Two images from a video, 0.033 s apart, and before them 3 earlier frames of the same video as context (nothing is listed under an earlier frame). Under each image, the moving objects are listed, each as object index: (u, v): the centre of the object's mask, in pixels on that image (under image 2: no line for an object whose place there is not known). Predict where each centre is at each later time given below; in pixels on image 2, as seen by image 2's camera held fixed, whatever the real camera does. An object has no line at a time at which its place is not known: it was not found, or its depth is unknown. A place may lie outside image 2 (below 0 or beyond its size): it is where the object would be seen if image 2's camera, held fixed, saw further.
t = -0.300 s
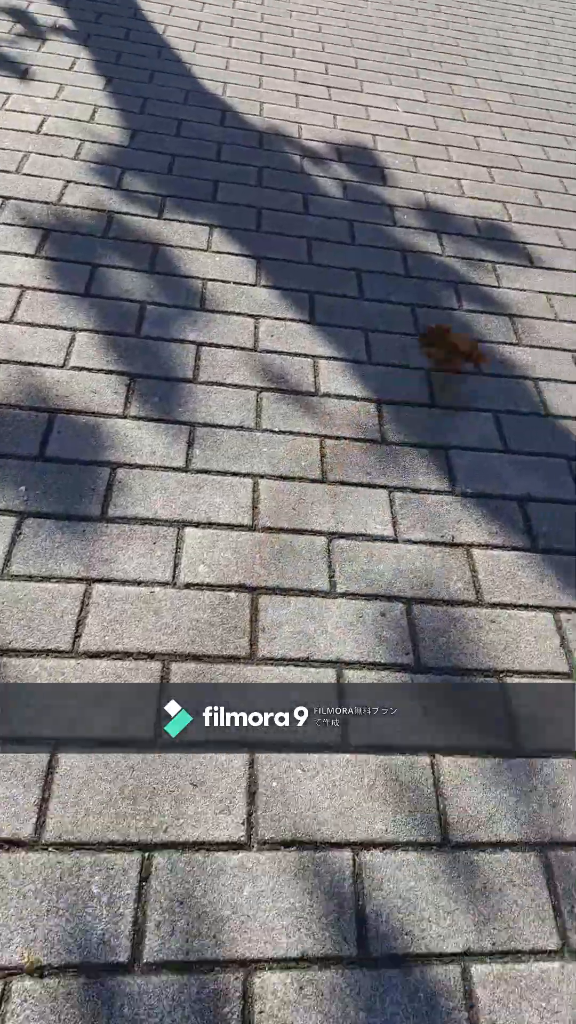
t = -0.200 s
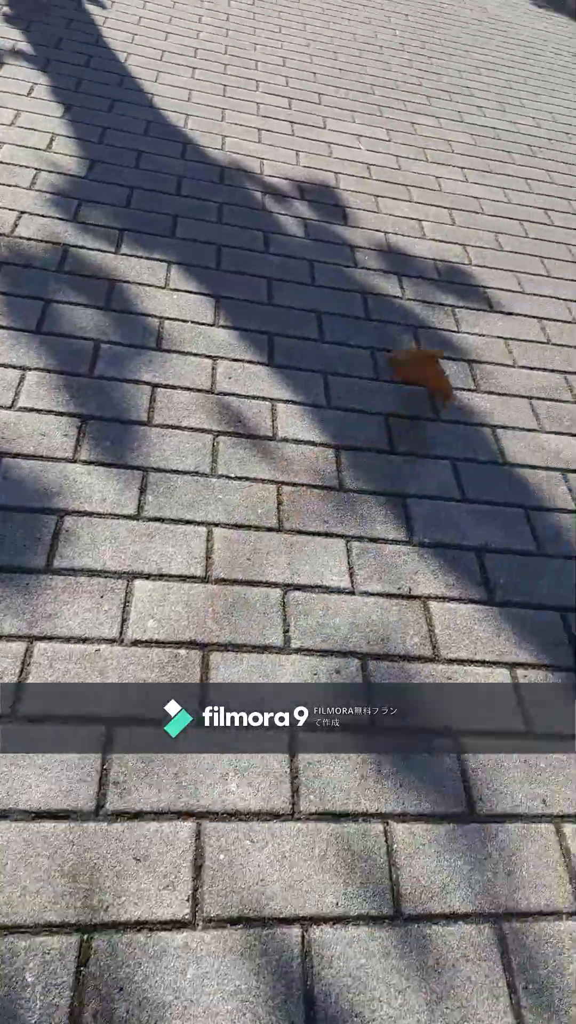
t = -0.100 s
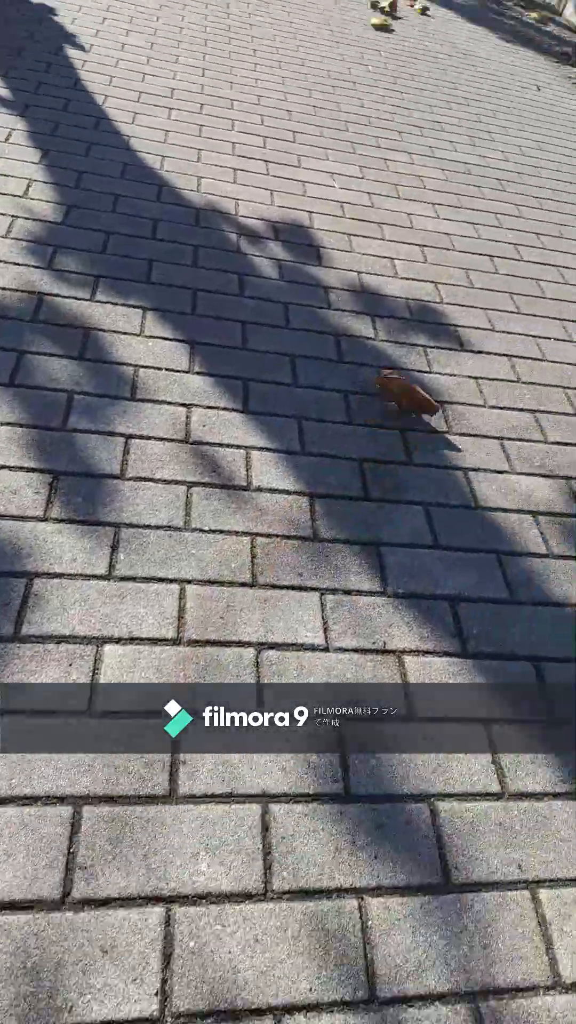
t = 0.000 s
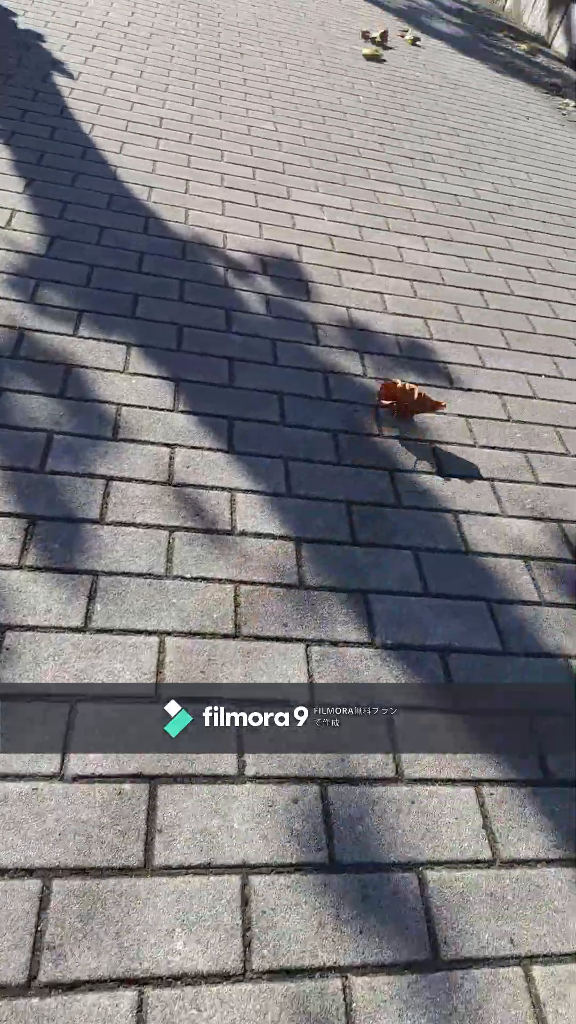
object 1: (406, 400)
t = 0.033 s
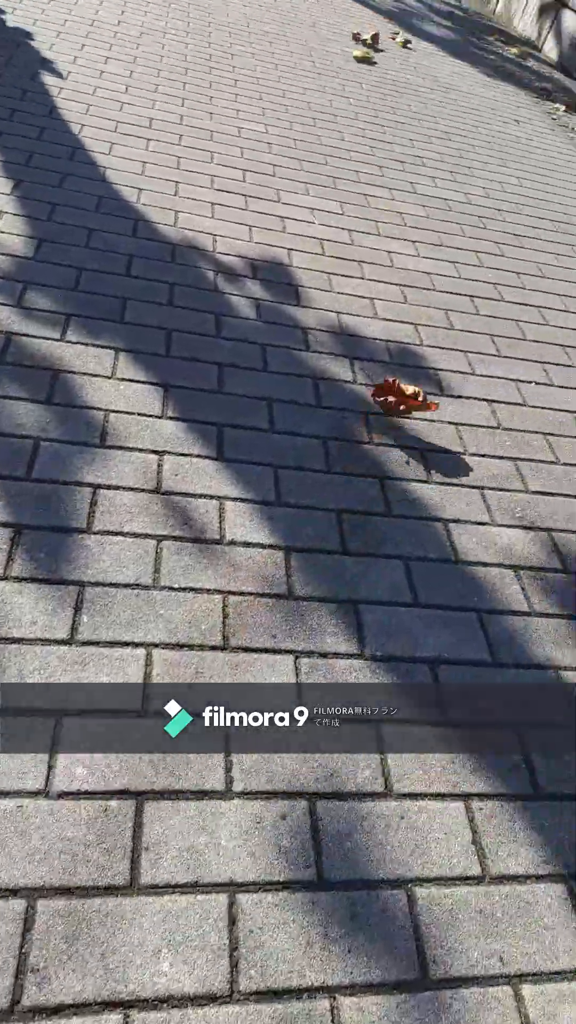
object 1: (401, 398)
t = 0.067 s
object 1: (407, 394)
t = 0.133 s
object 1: (412, 380)
